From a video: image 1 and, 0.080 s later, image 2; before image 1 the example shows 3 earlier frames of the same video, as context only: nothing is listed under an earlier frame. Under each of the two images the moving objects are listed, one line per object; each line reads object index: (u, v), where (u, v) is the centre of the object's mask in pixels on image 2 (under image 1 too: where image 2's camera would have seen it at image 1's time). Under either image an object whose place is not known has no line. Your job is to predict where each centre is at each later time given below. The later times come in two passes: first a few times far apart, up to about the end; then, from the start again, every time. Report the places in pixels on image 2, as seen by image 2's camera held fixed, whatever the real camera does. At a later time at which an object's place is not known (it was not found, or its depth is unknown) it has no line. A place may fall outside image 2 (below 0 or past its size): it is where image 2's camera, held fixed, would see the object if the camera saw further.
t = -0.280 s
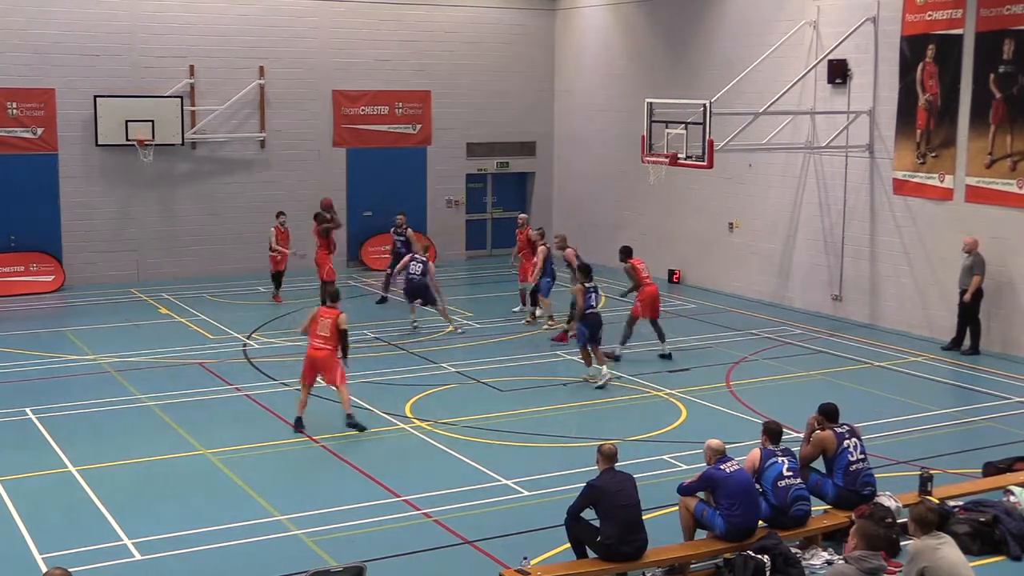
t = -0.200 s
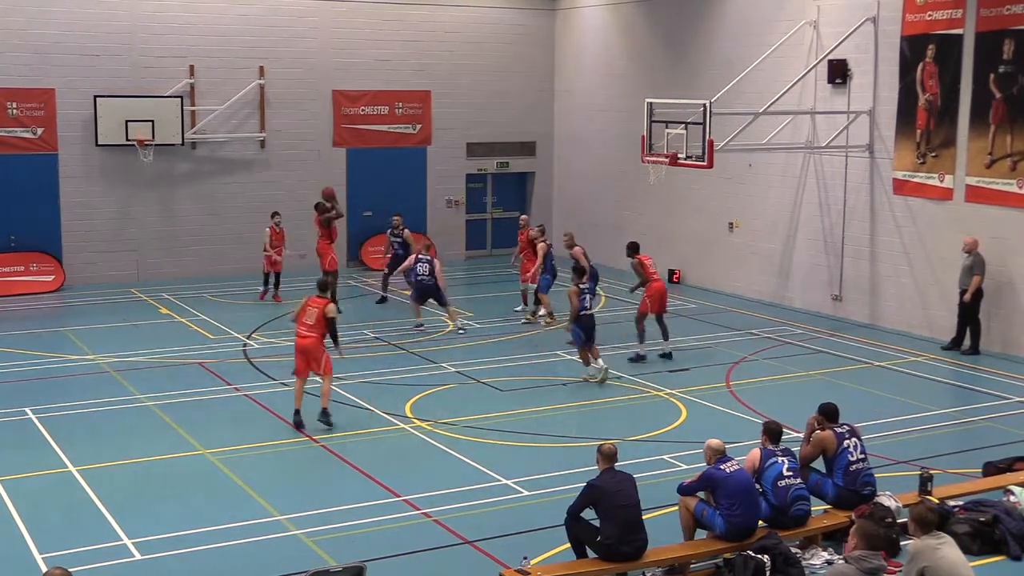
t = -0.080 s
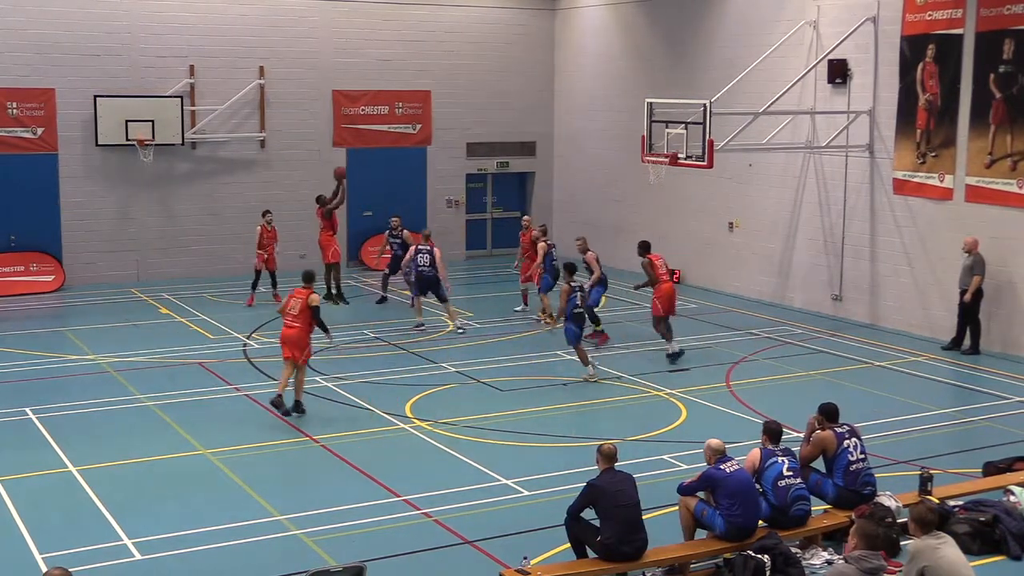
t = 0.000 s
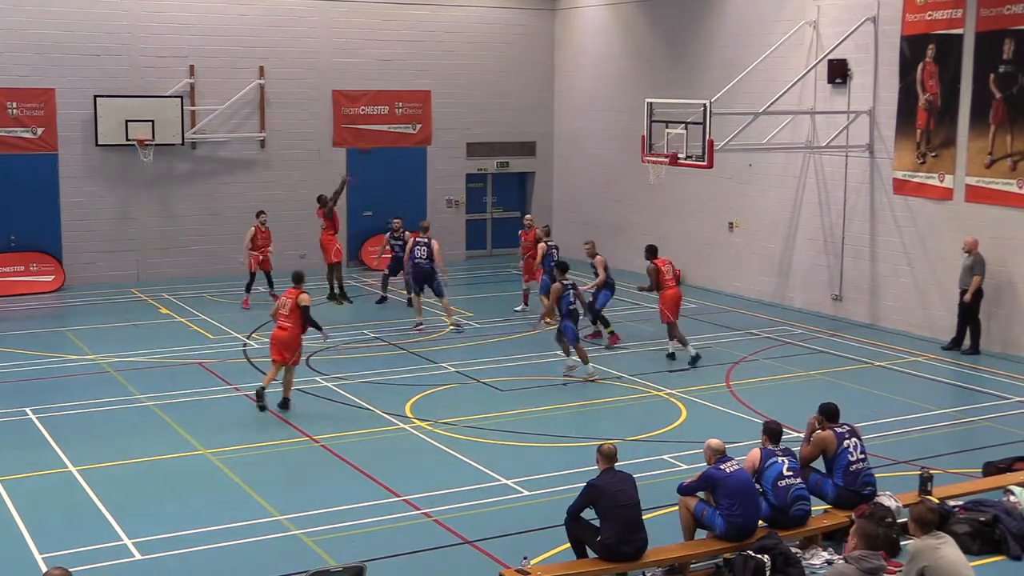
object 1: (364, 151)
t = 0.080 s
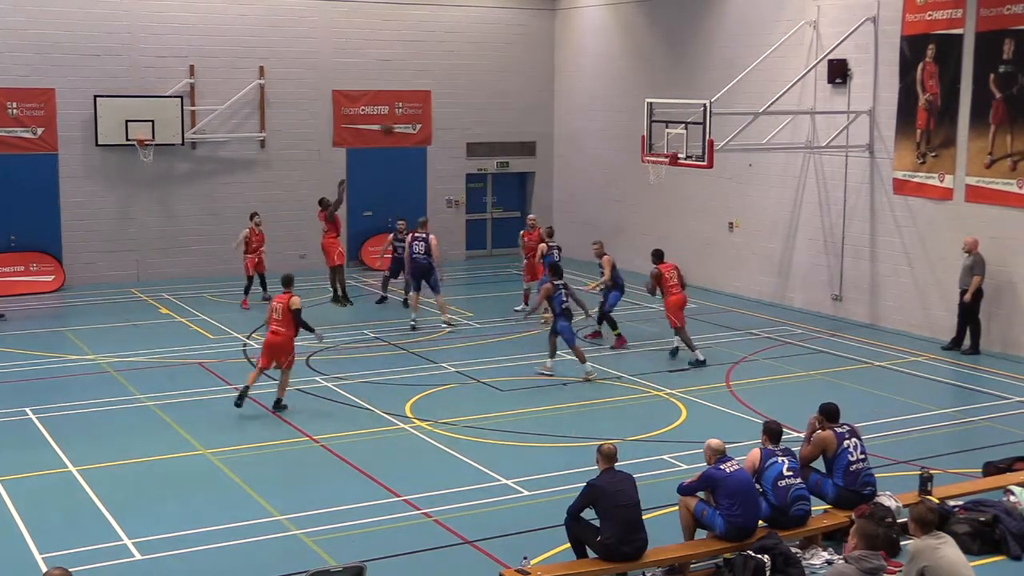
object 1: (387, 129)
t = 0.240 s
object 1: (435, 98)
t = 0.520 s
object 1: (517, 82)
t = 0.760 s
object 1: (587, 104)
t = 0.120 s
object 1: (399, 121)
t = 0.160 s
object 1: (411, 111)
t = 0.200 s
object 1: (423, 106)
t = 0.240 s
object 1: (435, 98)
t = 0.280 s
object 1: (446, 92)
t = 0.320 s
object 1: (458, 88)
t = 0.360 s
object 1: (469, 85)
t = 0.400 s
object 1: (482, 83)
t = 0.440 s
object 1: (493, 82)
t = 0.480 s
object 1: (505, 81)
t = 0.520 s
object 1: (517, 82)
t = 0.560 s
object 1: (529, 83)
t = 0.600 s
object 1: (541, 86)
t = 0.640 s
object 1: (552, 88)
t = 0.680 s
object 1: (564, 92)
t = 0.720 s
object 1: (576, 98)
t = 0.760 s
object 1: (587, 104)
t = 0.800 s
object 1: (599, 111)
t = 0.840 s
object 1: (610, 118)
